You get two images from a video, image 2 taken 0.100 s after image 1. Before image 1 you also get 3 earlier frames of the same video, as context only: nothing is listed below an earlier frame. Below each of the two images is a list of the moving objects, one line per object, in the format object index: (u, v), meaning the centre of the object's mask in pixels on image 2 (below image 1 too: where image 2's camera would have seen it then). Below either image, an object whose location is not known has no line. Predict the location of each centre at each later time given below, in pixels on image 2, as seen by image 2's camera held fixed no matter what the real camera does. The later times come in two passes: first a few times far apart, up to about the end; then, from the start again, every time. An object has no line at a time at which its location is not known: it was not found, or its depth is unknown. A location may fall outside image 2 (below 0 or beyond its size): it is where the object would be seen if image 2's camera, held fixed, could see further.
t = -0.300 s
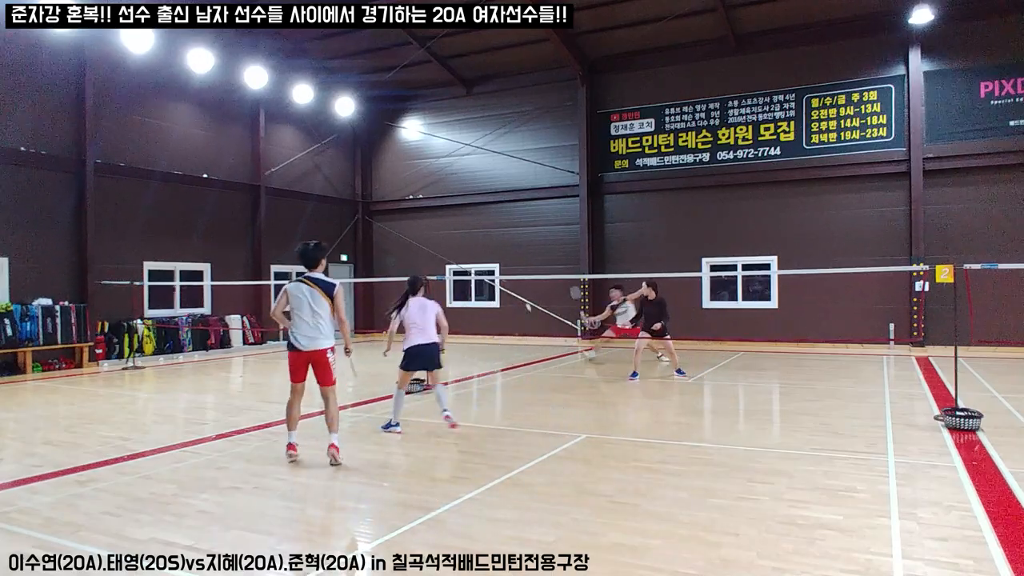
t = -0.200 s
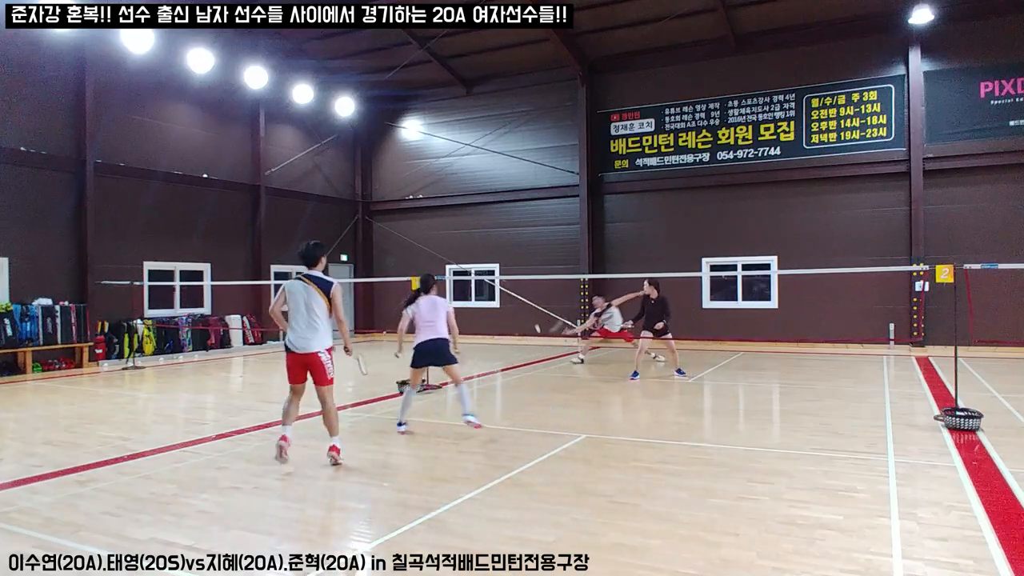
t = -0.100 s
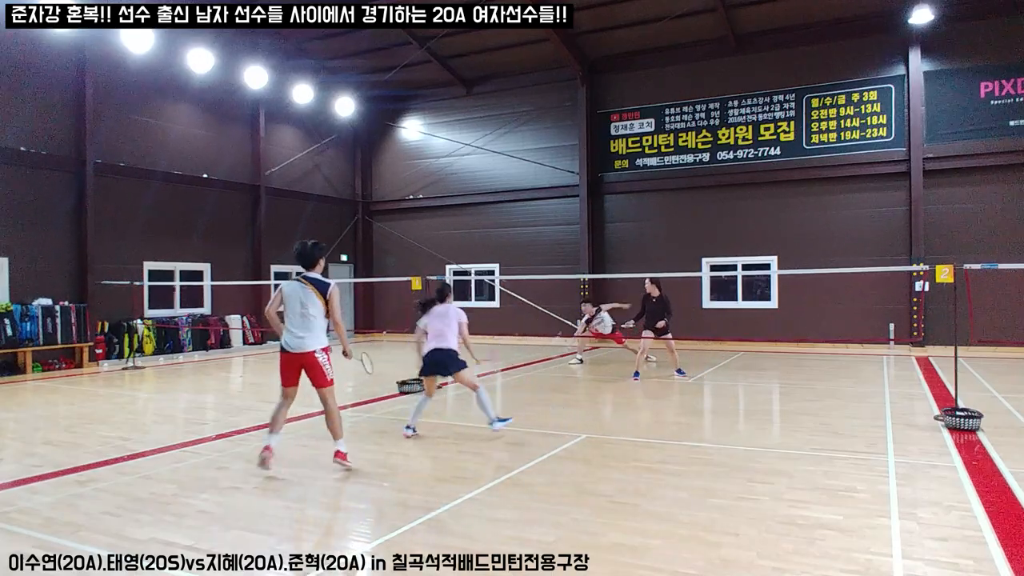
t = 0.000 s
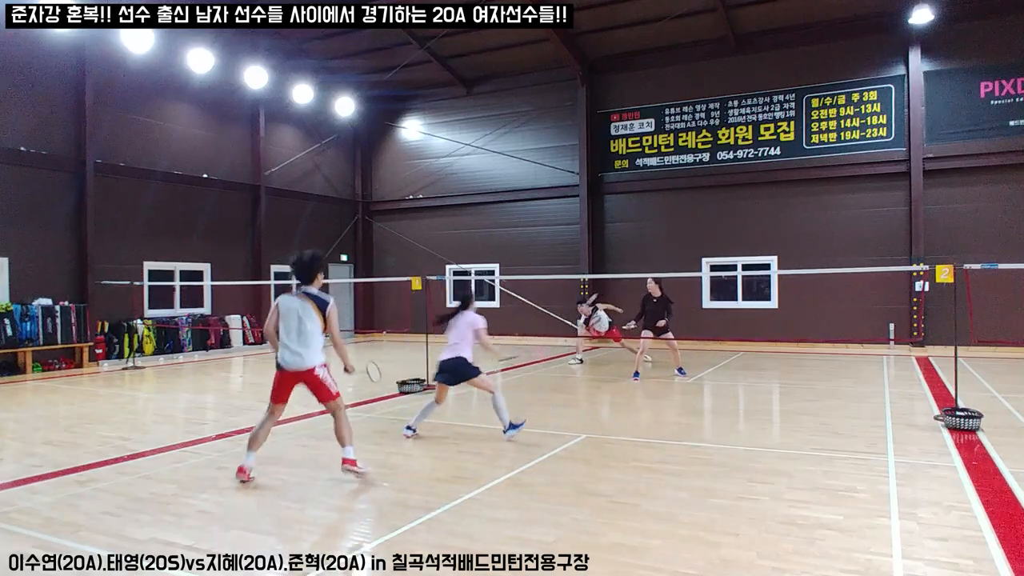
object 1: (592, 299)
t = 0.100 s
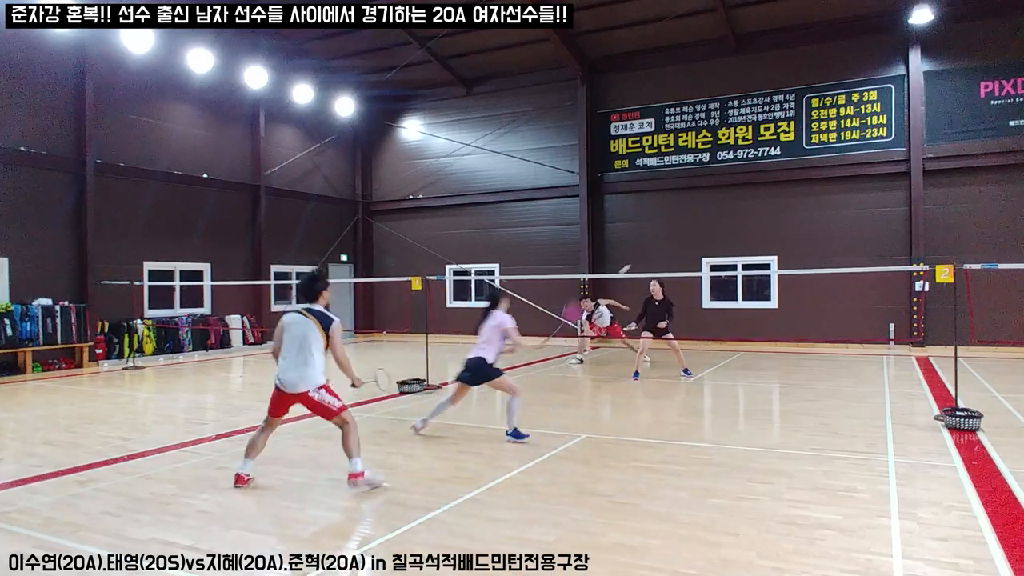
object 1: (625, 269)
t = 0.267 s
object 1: (675, 238)
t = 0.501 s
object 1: (742, 232)
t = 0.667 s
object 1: (788, 256)
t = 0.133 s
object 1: (635, 261)
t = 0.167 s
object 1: (645, 255)
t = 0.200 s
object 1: (655, 248)
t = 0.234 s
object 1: (665, 243)
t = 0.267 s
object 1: (675, 238)
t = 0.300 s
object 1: (685, 235)
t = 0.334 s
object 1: (694, 232)
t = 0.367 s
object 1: (704, 231)
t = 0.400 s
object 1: (713, 229)
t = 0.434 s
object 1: (723, 229)
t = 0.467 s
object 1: (732, 230)
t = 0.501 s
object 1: (742, 232)
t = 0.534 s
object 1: (751, 235)
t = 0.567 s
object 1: (760, 238)
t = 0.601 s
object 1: (770, 244)
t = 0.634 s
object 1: (779, 250)
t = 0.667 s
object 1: (788, 256)
